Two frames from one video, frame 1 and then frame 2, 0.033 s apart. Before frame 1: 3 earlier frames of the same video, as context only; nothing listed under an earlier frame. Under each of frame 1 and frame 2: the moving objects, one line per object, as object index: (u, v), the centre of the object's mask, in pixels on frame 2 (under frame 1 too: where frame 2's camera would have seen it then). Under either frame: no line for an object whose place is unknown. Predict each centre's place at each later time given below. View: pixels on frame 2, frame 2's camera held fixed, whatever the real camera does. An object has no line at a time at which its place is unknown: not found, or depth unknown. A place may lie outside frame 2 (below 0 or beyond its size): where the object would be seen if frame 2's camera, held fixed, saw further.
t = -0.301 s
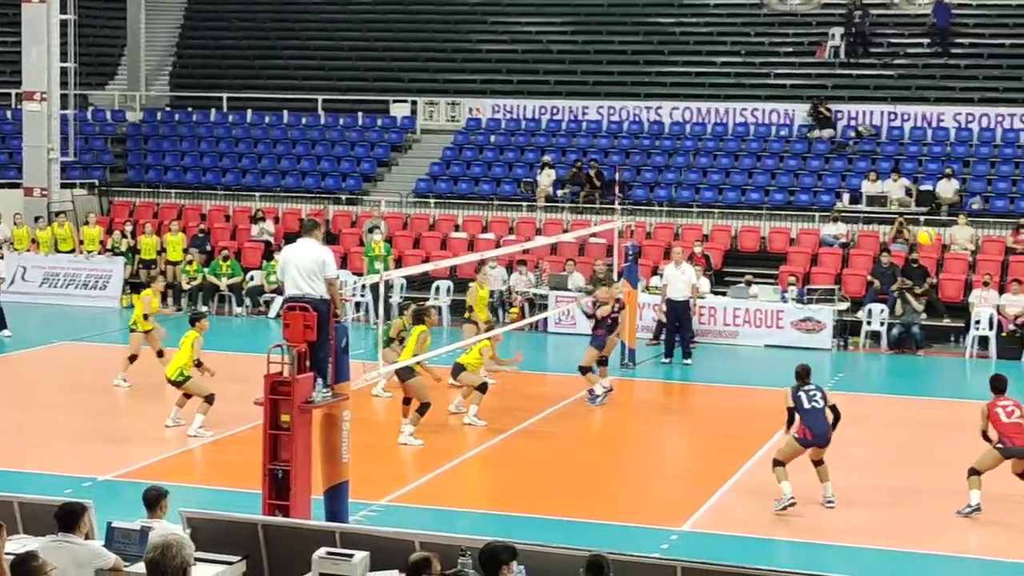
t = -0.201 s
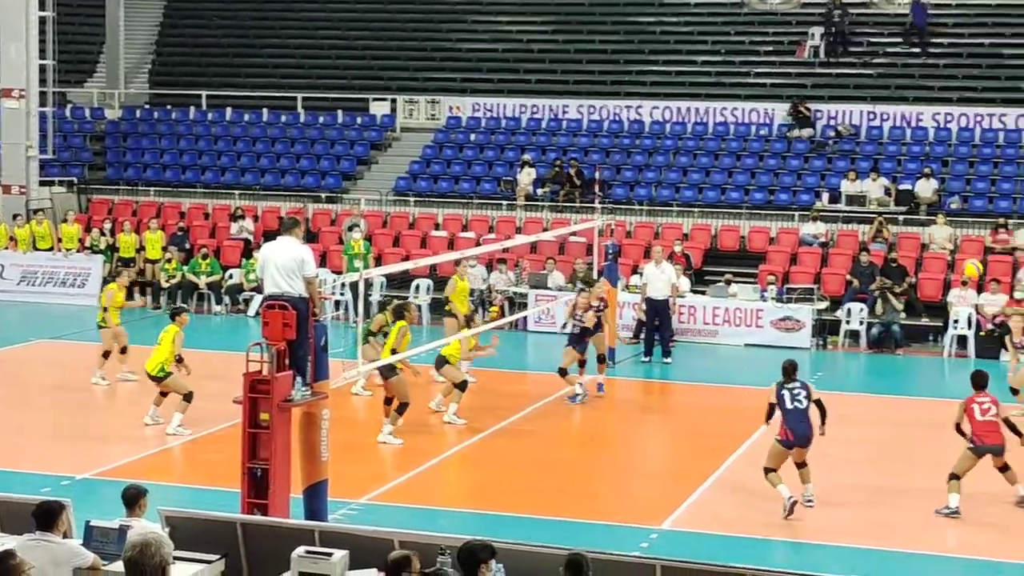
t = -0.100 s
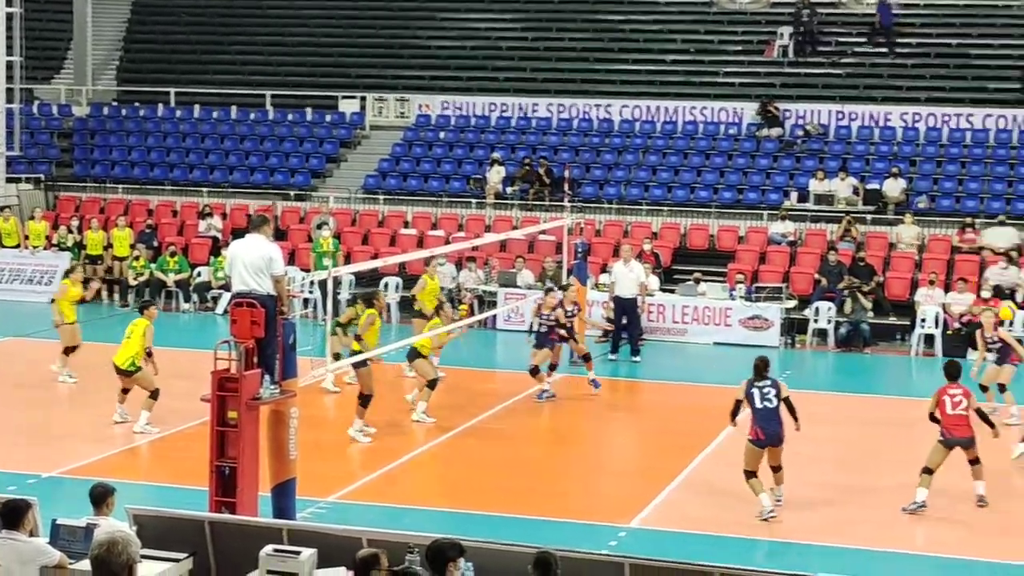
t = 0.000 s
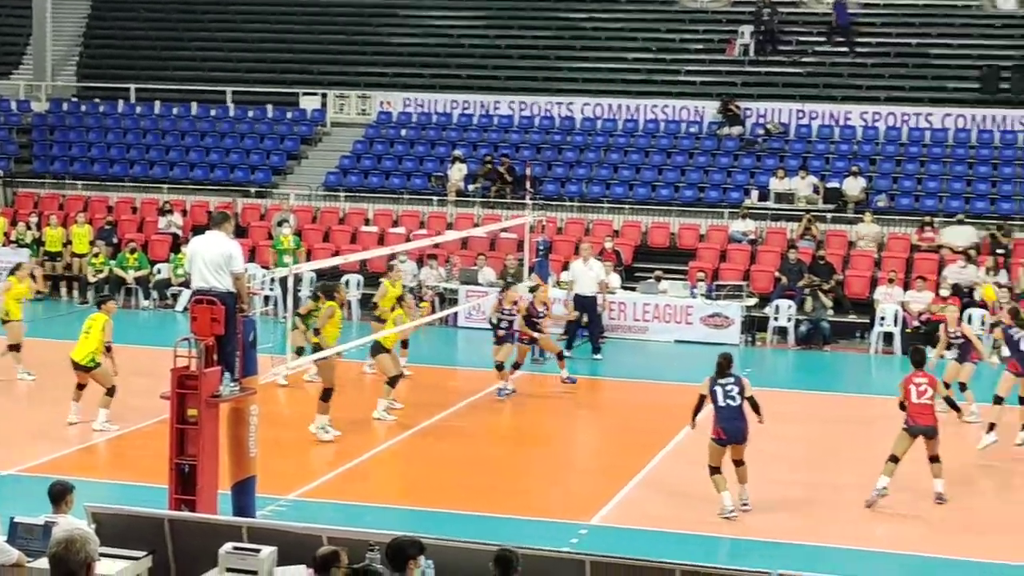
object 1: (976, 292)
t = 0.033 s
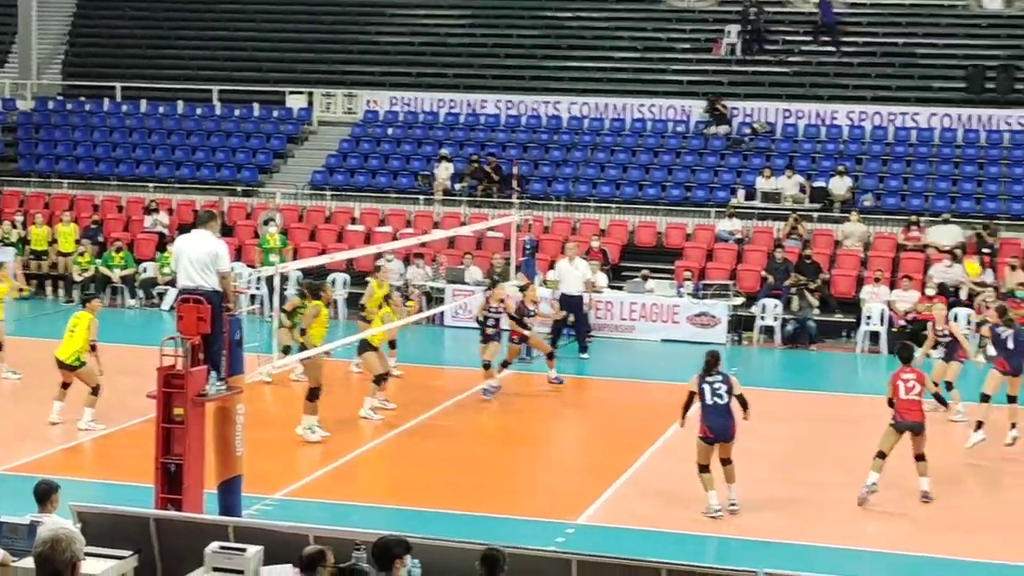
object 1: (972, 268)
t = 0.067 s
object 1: (968, 247)
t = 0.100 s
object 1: (962, 226)
